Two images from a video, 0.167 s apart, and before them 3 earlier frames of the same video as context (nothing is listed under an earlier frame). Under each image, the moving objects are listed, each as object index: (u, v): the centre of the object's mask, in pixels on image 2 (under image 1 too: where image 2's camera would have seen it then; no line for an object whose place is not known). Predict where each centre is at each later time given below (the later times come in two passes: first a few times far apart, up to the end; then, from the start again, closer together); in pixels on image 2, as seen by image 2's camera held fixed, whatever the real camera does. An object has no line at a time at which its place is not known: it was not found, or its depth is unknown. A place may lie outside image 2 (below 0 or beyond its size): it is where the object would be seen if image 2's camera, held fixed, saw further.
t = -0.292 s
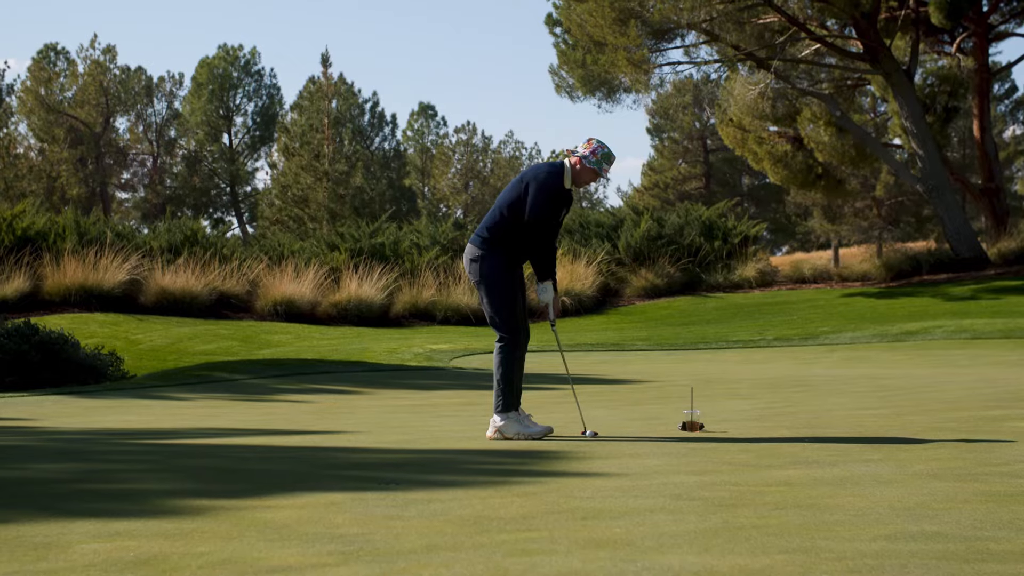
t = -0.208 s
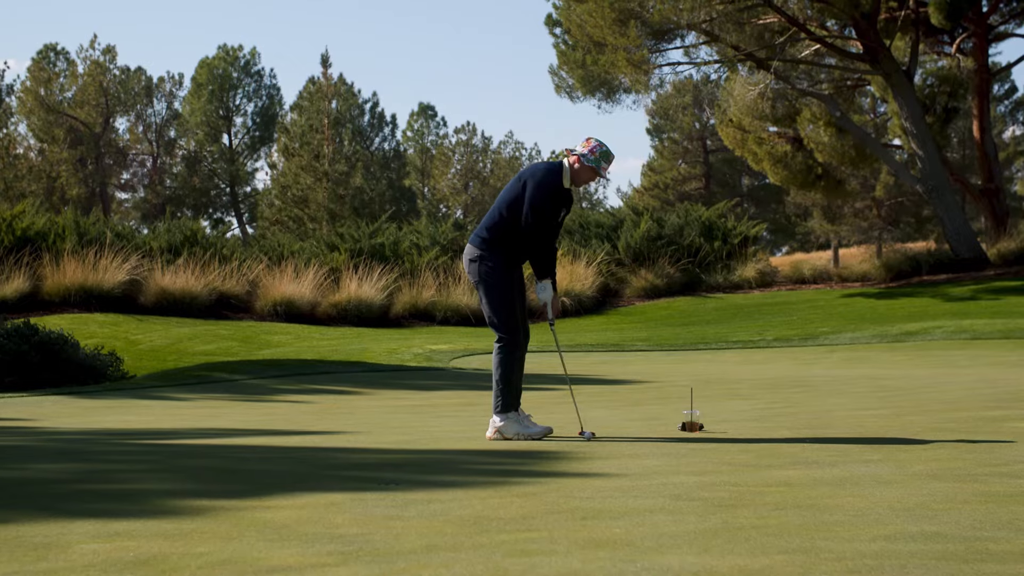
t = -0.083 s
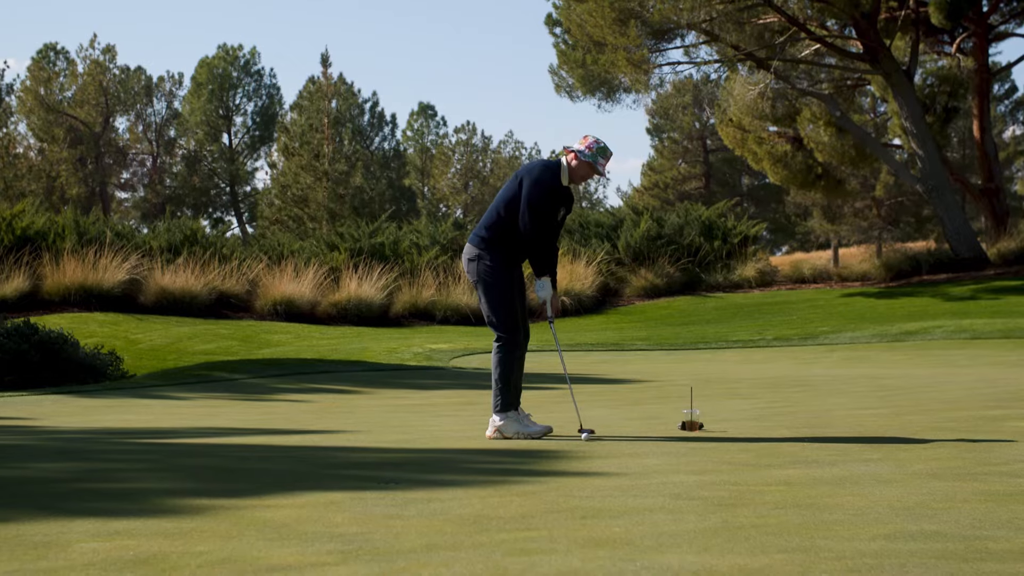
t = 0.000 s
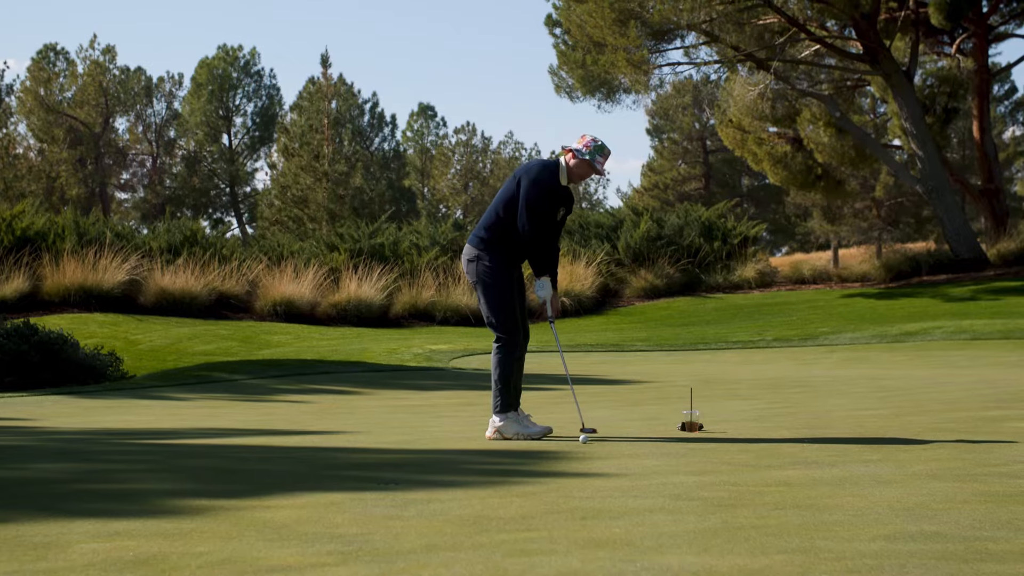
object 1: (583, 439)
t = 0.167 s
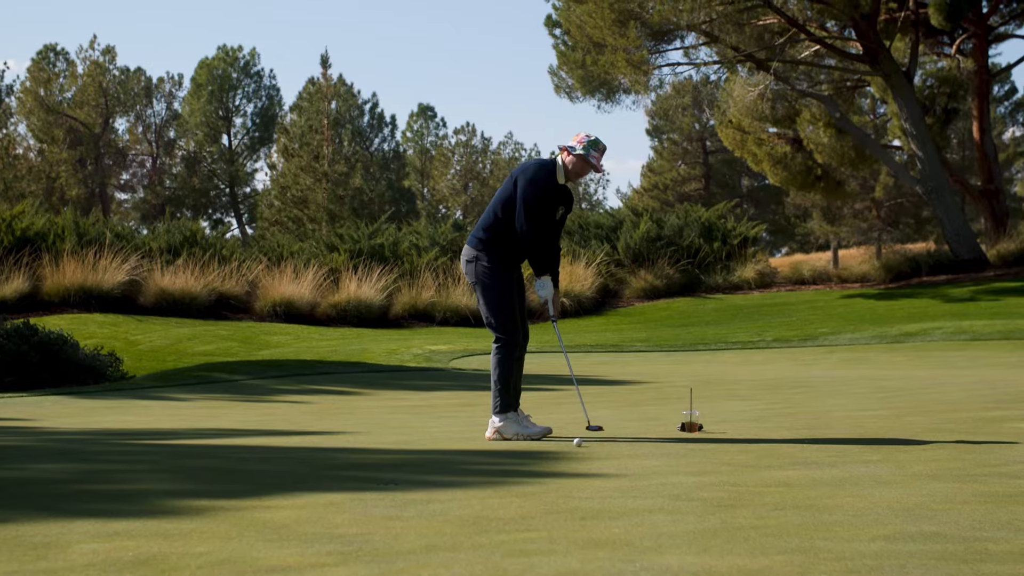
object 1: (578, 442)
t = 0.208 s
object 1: (576, 443)
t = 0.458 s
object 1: (564, 447)
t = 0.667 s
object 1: (553, 451)
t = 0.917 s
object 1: (538, 455)
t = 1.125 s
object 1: (525, 458)
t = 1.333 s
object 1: (510, 461)
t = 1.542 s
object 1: (494, 464)
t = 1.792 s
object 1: (474, 467)
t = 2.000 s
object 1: (455, 470)
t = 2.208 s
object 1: (437, 473)
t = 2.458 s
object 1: (412, 475)
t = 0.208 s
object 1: (576, 443)
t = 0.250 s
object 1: (575, 443)
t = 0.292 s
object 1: (573, 444)
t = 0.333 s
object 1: (571, 445)
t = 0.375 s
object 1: (569, 446)
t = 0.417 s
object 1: (567, 446)
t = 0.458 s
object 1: (564, 447)
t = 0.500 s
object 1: (562, 448)
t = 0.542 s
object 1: (561, 448)
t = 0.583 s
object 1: (558, 449)
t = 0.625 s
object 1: (556, 450)
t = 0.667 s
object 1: (553, 451)
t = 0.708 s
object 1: (550, 452)
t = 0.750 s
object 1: (548, 452)
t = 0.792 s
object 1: (546, 453)
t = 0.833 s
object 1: (543, 454)
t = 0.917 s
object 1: (538, 455)
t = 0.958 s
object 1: (536, 455)
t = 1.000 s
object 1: (533, 456)
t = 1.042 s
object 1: (531, 457)
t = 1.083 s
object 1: (528, 457)
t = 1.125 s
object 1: (525, 458)
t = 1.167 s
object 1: (522, 459)
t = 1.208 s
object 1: (519, 459)
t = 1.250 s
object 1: (516, 460)
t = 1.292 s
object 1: (513, 460)
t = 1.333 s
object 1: (510, 461)
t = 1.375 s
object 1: (507, 462)
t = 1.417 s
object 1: (504, 463)
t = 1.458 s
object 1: (501, 463)
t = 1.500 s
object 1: (497, 464)
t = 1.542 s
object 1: (494, 464)
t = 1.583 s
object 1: (491, 465)
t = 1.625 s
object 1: (487, 465)
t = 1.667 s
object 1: (484, 466)
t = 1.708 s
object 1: (481, 466)
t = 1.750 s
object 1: (477, 467)
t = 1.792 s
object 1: (474, 467)
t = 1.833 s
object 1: (470, 468)
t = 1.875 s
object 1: (467, 469)
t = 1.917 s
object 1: (463, 469)
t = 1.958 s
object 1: (459, 469)
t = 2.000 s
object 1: (455, 470)
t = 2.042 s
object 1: (452, 471)
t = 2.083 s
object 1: (448, 471)
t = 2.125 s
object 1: (445, 472)
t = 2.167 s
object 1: (440, 472)
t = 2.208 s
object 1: (437, 473)
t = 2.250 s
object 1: (433, 473)
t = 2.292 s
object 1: (428, 473)
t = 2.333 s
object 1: (424, 474)
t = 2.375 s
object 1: (420, 474)
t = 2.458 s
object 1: (412, 475)
